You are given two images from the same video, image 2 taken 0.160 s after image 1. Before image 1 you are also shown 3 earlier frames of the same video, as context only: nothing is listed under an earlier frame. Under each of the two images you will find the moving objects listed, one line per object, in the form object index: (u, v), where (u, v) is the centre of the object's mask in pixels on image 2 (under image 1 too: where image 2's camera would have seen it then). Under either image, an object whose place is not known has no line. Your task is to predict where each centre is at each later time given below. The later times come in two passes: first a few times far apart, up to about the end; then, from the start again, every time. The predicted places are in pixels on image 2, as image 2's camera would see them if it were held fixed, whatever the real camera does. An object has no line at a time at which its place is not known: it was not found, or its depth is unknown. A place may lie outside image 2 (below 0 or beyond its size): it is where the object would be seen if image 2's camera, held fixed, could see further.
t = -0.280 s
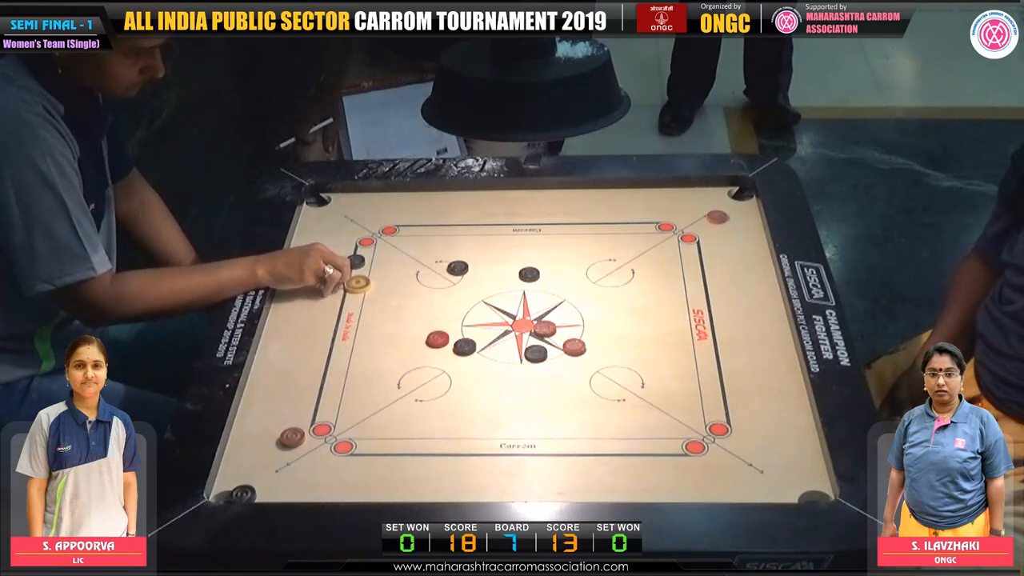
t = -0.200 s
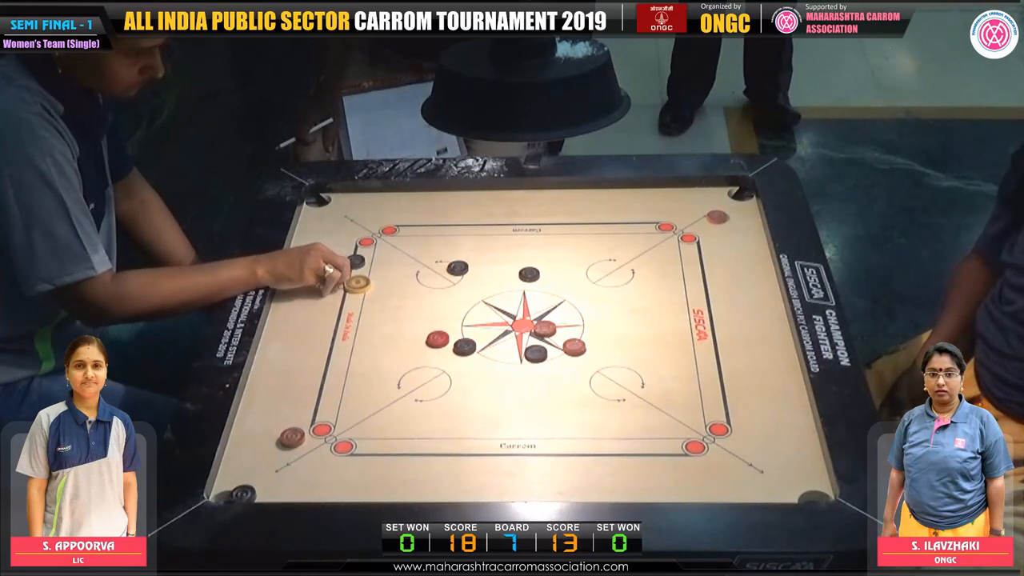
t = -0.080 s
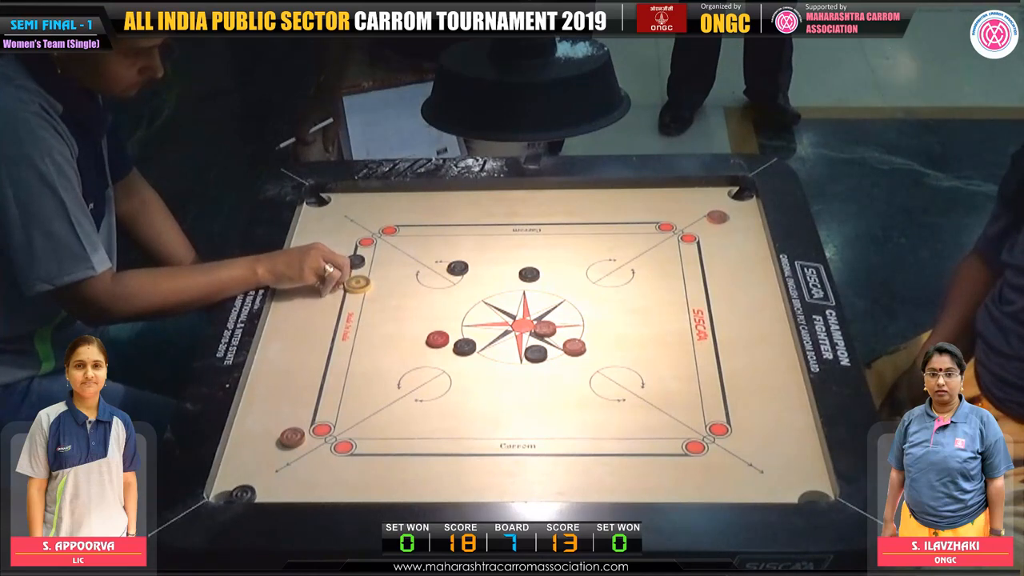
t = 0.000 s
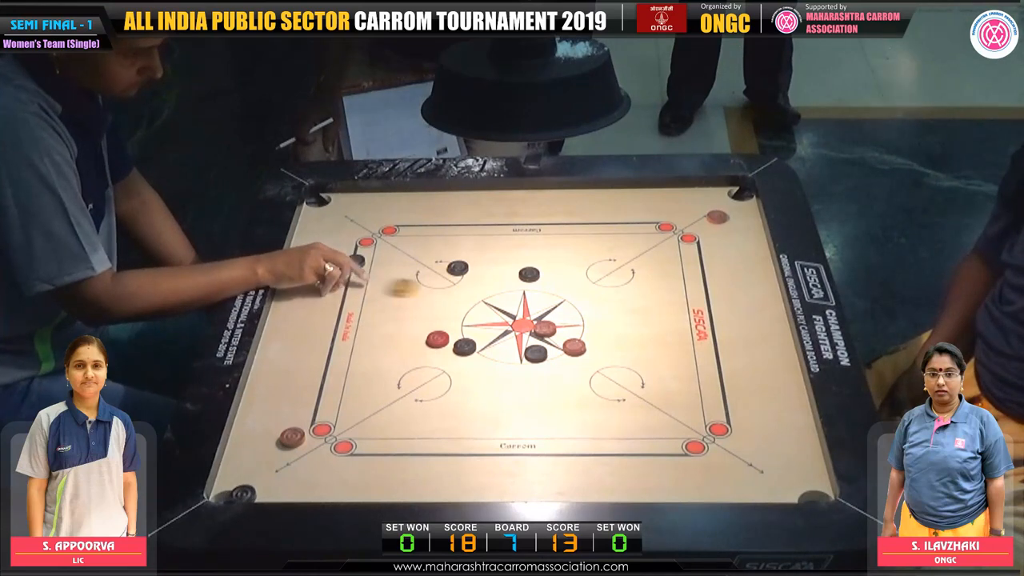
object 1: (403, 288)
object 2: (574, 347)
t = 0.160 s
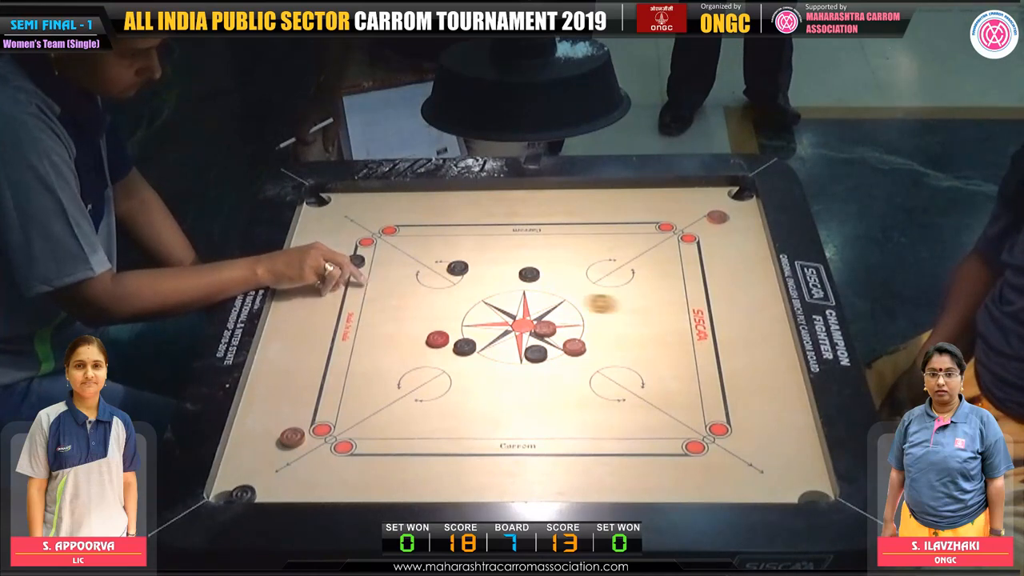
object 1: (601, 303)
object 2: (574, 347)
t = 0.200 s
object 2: (574, 347)
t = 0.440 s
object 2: (574, 347)
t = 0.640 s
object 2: (533, 387)
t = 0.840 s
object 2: (486, 427)
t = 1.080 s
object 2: (472, 436)
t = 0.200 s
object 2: (574, 347)
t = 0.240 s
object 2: (574, 347)
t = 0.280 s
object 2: (574, 347)
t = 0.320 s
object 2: (574, 347)
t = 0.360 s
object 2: (574, 347)
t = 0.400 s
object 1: (683, 324)
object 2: (574, 347)
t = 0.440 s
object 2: (574, 347)
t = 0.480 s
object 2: (574, 347)
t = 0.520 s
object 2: (571, 350)
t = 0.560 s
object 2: (558, 363)
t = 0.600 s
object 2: (545, 375)
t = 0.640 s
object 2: (533, 387)
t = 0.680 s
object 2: (521, 397)
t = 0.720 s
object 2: (511, 406)
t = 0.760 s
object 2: (501, 414)
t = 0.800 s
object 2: (493, 421)
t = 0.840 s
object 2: (486, 427)
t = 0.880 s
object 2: (481, 431)
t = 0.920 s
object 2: (476, 433)
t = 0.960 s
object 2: (474, 435)
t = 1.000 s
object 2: (472, 436)
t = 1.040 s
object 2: (472, 436)
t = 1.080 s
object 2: (472, 436)
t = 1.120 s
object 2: (472, 436)
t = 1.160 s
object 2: (472, 436)
